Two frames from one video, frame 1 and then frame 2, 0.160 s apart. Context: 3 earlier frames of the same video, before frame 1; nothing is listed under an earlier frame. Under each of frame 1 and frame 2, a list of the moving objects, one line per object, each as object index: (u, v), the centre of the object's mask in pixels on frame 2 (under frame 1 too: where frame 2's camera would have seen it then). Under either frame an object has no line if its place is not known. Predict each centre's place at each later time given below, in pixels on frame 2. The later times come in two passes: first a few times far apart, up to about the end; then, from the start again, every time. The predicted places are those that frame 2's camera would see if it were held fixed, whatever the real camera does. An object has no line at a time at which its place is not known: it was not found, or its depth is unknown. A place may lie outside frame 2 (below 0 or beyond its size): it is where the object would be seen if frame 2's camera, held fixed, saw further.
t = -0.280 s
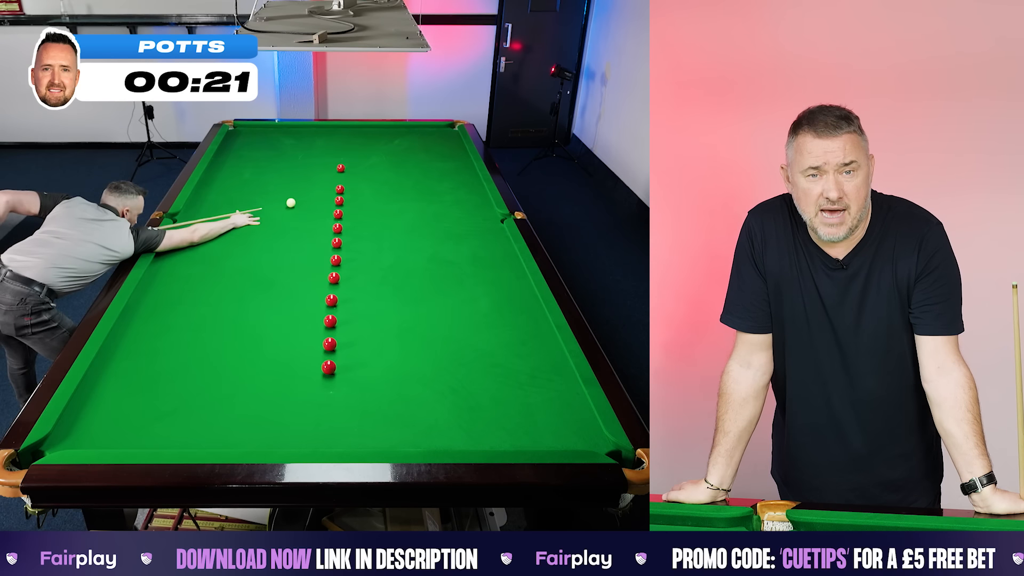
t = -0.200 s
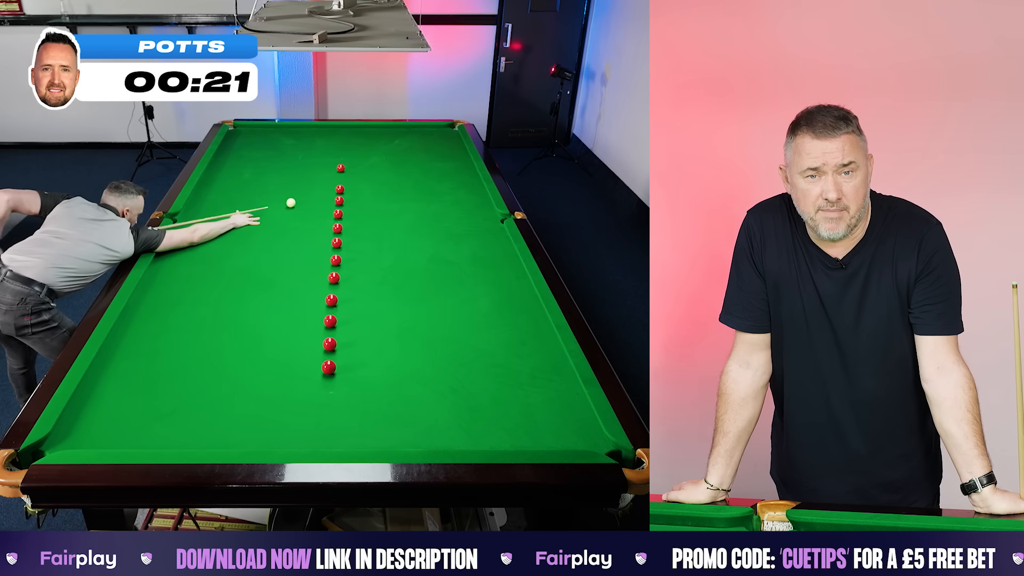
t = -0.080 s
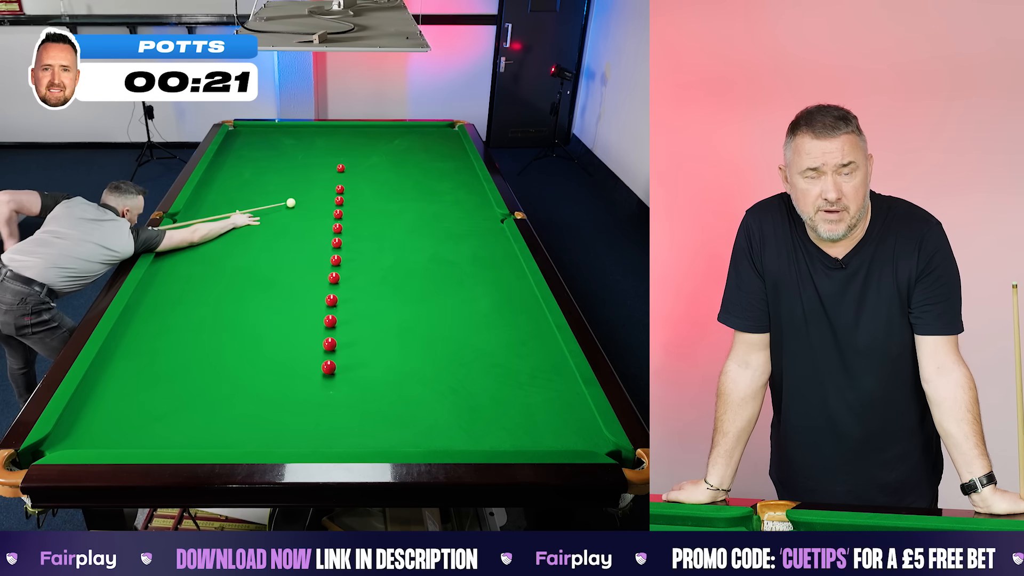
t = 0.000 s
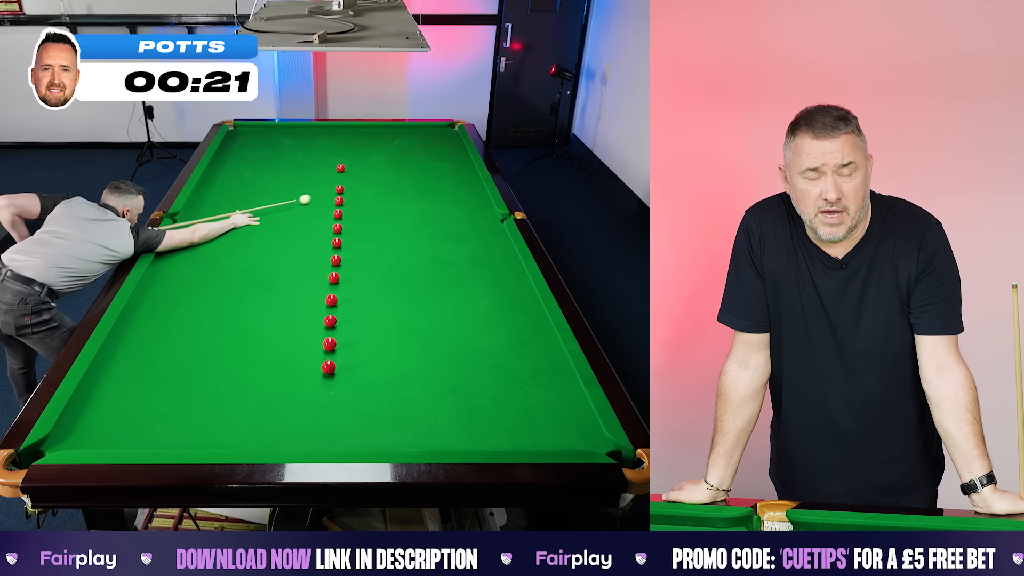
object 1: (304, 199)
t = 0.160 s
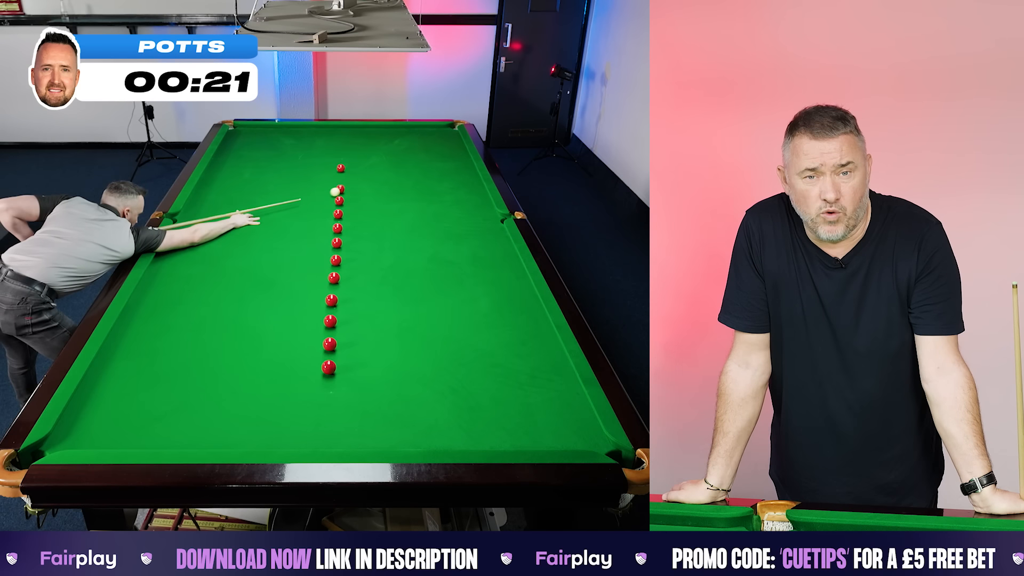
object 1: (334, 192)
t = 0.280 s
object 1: (345, 193)
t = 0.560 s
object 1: (371, 194)
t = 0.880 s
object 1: (399, 194)
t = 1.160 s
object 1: (422, 194)
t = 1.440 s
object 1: (445, 194)
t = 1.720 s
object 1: (465, 194)
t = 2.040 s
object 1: (482, 195)
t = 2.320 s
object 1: (471, 195)
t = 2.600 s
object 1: (460, 194)
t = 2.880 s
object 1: (451, 194)
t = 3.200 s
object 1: (442, 194)
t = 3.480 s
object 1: (435, 194)
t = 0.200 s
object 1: (337, 192)
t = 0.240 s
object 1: (341, 193)
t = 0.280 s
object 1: (345, 193)
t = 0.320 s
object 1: (348, 193)
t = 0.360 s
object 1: (352, 193)
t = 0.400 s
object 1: (356, 194)
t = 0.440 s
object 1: (360, 194)
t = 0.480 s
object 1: (363, 194)
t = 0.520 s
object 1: (367, 194)
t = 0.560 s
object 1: (371, 194)
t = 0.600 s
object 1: (374, 194)
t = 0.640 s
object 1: (378, 194)
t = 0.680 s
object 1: (382, 194)
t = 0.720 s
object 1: (385, 194)
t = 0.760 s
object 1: (389, 194)
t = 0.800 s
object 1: (392, 194)
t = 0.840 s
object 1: (396, 194)
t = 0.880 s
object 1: (399, 194)
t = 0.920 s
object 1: (403, 194)
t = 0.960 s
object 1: (406, 194)
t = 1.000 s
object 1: (409, 194)
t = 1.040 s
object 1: (413, 194)
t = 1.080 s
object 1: (416, 194)
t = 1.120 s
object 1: (419, 194)
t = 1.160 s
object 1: (422, 194)
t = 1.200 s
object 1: (426, 194)
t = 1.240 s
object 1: (429, 194)
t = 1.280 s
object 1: (432, 194)
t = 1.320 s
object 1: (435, 194)
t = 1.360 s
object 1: (438, 194)
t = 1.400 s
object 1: (442, 194)
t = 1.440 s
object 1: (445, 194)
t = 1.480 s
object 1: (448, 194)
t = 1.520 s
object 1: (451, 194)
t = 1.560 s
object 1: (454, 194)
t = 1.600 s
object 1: (456, 194)
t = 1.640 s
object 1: (459, 194)
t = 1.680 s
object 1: (462, 194)
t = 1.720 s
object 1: (465, 194)
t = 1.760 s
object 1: (468, 195)
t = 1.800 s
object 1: (471, 195)
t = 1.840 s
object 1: (474, 195)
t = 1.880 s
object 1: (476, 195)
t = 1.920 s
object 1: (479, 195)
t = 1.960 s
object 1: (482, 195)
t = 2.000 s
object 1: (484, 195)
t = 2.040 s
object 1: (482, 195)
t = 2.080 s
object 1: (481, 195)
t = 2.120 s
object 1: (479, 195)
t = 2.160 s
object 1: (477, 195)
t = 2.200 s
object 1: (475, 195)
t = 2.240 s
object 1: (474, 195)
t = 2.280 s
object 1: (472, 195)
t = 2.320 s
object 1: (471, 195)
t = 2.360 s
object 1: (469, 195)
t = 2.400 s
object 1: (467, 195)
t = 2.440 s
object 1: (466, 195)
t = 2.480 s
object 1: (464, 195)
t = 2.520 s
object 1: (463, 195)
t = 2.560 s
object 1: (461, 195)
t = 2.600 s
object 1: (460, 194)
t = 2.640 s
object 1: (459, 195)
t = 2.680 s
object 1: (457, 194)
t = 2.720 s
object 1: (456, 194)
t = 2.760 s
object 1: (455, 194)
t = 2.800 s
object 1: (453, 194)
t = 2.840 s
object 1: (452, 194)
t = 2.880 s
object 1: (451, 194)
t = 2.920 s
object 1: (450, 194)
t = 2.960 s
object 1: (448, 194)
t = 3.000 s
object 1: (447, 194)
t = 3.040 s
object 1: (446, 194)
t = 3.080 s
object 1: (445, 194)
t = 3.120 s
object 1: (444, 194)
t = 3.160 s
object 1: (443, 194)
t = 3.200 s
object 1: (442, 194)
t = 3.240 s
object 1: (441, 194)
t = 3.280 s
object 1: (440, 194)
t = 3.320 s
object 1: (439, 194)
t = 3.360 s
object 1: (438, 194)
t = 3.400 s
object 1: (437, 194)
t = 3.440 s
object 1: (436, 194)
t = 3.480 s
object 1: (435, 194)
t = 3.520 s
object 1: (435, 194)
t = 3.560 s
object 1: (434, 194)
